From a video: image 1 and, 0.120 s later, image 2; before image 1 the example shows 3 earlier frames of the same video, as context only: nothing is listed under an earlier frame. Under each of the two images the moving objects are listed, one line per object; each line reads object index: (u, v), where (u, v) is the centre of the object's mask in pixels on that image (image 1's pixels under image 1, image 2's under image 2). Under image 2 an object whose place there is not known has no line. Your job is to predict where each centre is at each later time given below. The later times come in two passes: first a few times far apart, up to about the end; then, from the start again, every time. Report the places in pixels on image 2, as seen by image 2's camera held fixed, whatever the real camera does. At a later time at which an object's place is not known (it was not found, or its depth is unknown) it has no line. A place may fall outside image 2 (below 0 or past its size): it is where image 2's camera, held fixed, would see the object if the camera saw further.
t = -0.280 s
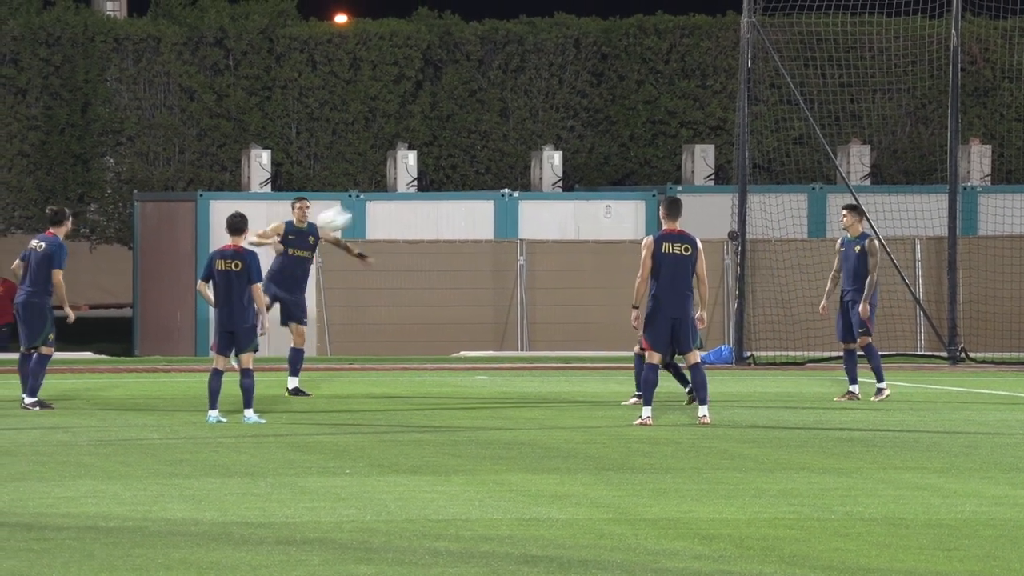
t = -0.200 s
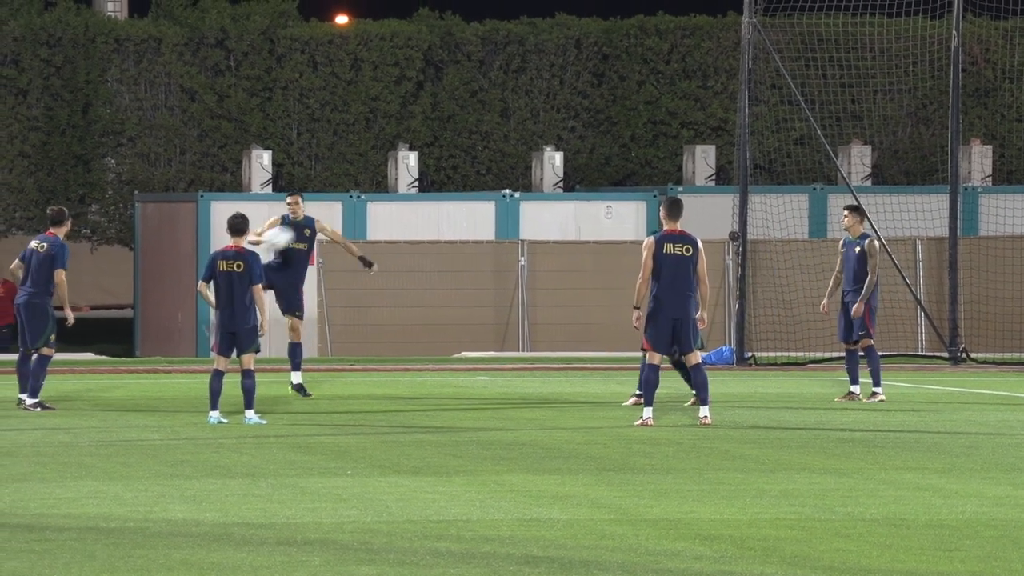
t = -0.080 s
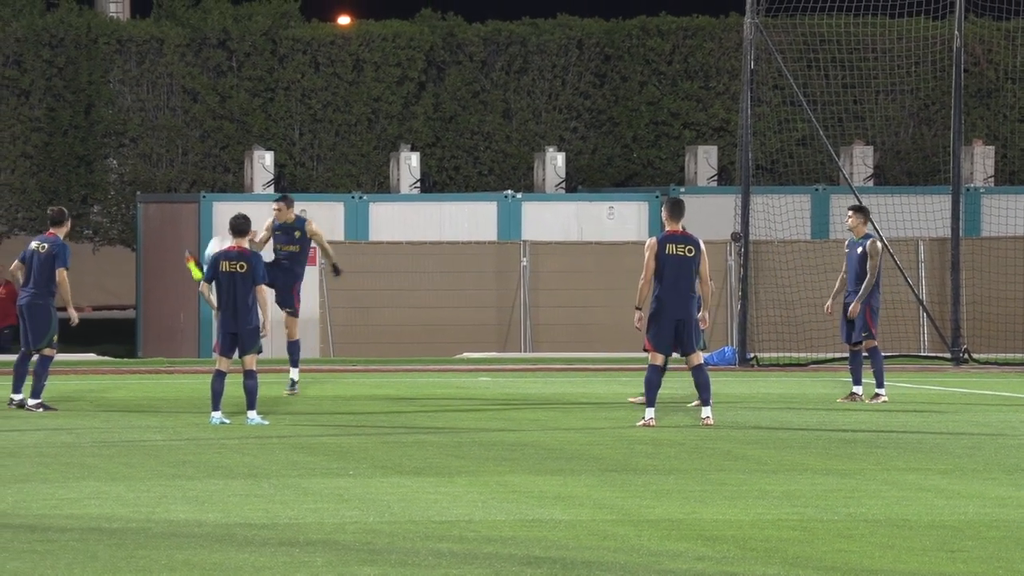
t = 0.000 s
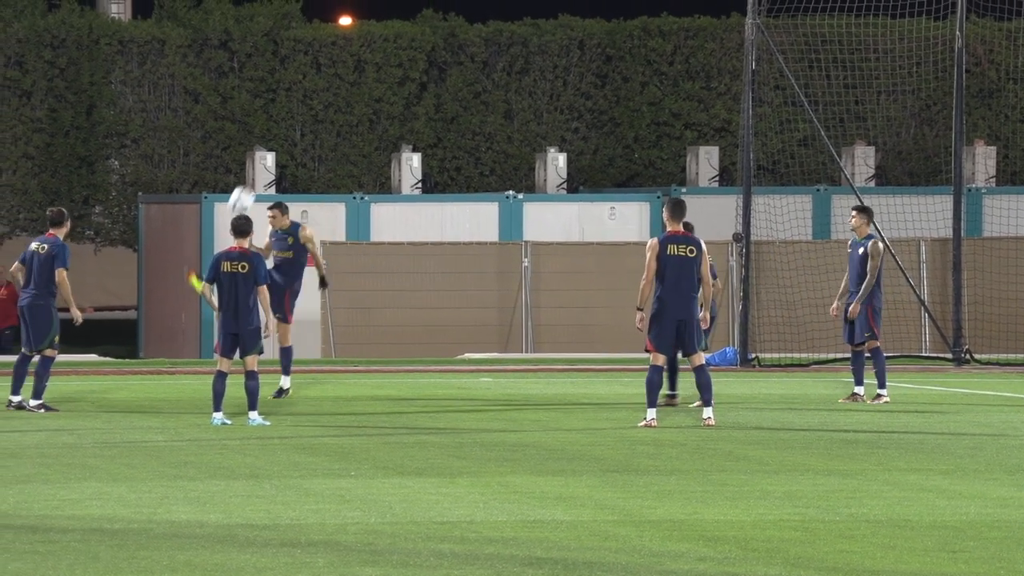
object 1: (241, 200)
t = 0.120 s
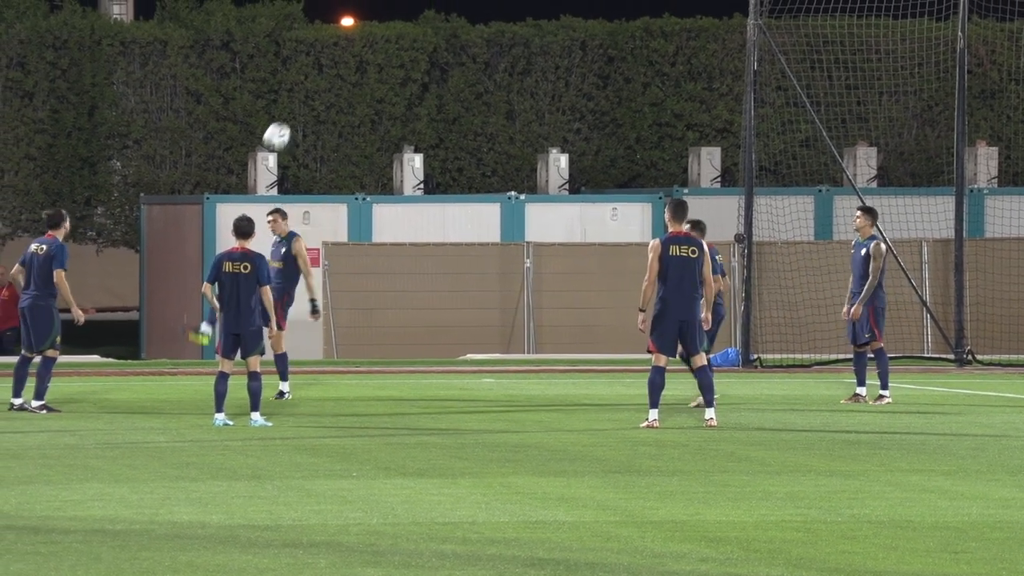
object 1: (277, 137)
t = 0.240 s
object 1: (310, 87)
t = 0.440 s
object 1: (367, 38)
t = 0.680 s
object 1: (436, 38)
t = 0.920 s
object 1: (505, 107)
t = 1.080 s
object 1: (550, 190)
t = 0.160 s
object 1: (288, 118)
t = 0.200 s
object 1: (299, 102)
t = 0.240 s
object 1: (310, 87)
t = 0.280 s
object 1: (321, 74)
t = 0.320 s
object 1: (333, 62)
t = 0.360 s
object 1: (344, 53)
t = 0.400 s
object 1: (355, 44)
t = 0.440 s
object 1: (367, 38)
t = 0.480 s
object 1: (378, 34)
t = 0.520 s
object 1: (390, 31)
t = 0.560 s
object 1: (401, 30)
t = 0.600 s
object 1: (412, 31)
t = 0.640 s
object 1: (424, 34)
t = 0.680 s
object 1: (436, 38)
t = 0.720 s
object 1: (447, 45)
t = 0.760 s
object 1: (459, 54)
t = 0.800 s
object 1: (470, 64)
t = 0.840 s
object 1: (482, 77)
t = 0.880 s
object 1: (493, 91)
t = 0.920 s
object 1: (505, 107)
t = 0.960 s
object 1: (516, 125)
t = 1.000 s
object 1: (528, 145)
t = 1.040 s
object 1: (539, 166)
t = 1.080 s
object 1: (550, 190)
